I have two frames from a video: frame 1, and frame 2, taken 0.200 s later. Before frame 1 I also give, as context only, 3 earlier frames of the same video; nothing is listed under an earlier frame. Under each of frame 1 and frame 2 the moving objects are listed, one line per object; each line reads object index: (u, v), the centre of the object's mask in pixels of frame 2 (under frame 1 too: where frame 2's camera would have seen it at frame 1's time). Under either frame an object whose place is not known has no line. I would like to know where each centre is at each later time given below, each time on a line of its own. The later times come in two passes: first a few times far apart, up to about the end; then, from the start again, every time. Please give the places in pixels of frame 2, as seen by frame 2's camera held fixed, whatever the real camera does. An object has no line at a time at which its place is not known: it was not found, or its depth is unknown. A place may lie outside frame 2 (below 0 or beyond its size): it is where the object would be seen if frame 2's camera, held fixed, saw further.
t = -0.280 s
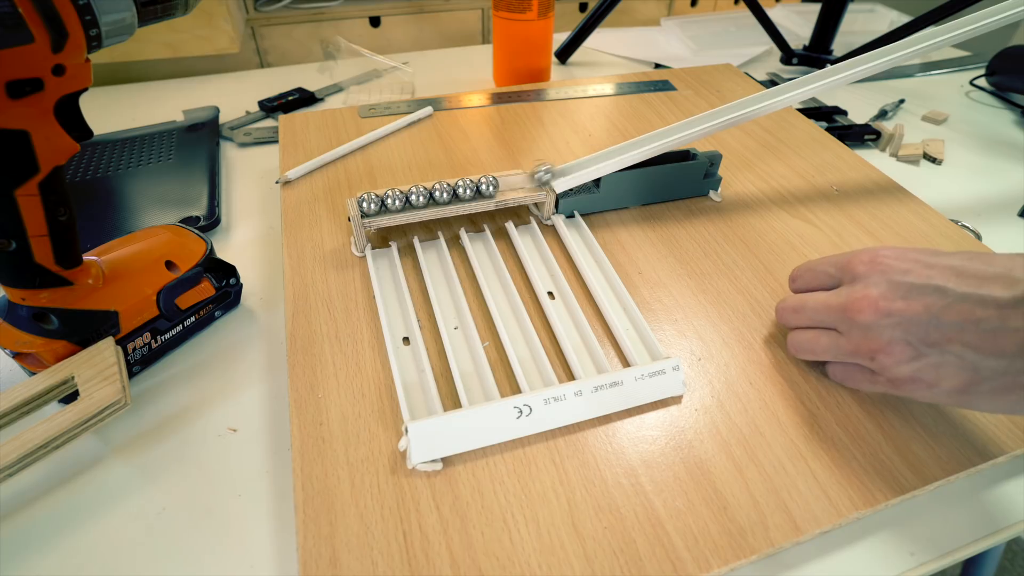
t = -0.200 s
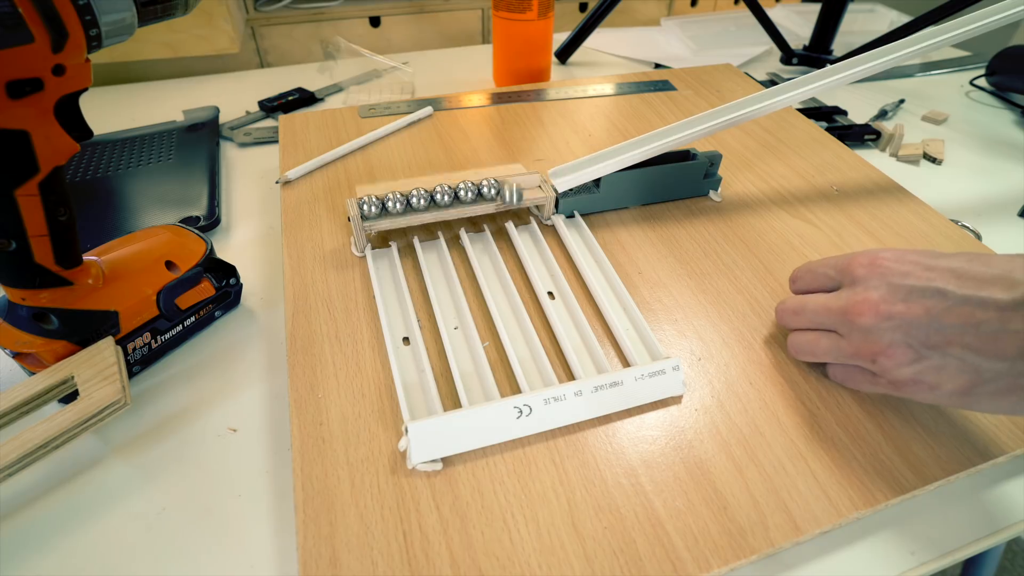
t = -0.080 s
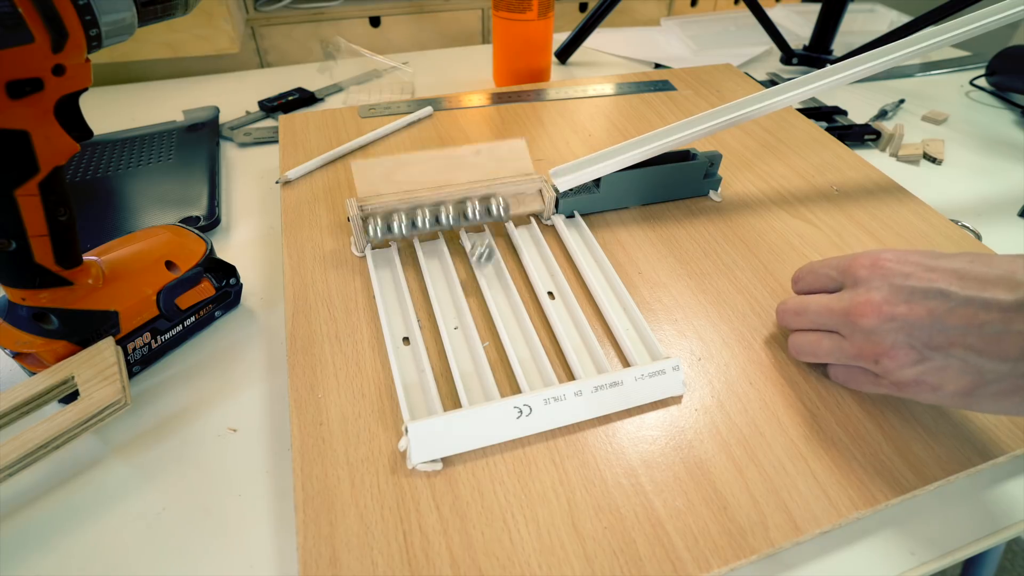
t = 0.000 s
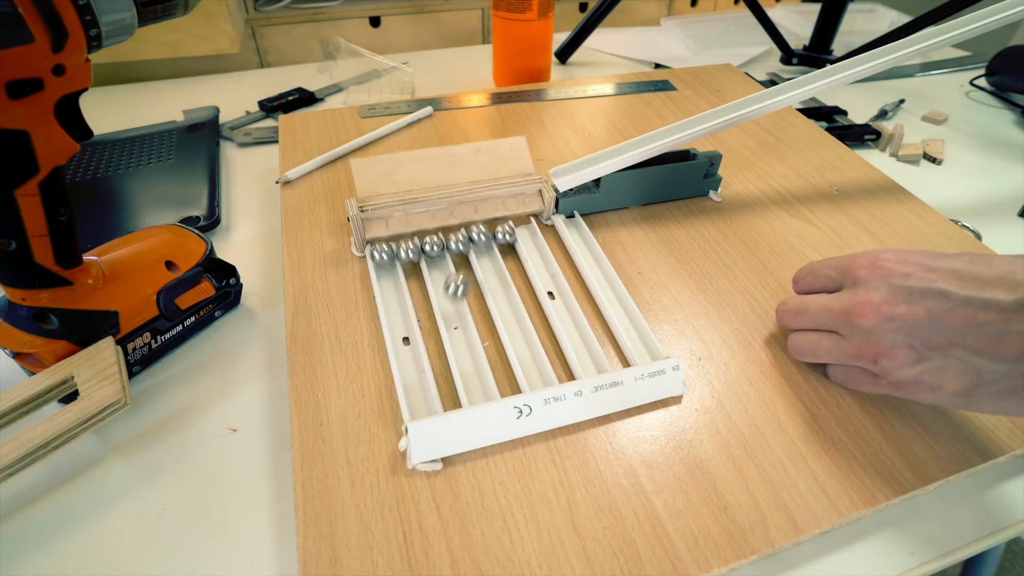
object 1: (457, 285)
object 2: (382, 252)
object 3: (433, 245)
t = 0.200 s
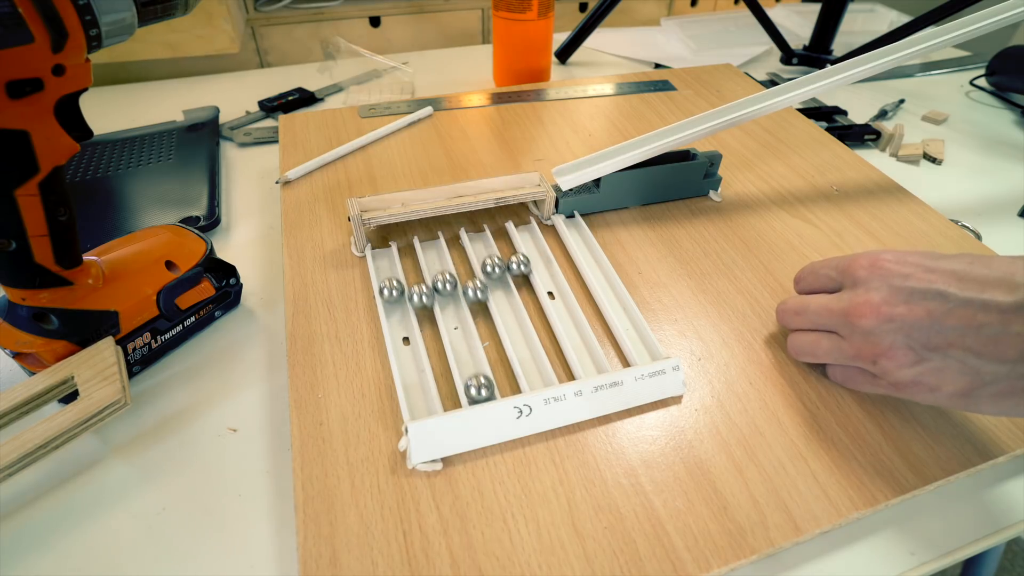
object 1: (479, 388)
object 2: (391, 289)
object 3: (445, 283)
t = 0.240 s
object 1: (477, 382)
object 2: (393, 298)
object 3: (447, 293)
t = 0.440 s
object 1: (479, 389)
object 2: (408, 356)
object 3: (468, 356)
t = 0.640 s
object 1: (480, 389)
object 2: (418, 403)
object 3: (471, 364)
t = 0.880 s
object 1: (479, 389)
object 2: (421, 404)
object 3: (471, 364)
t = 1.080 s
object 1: (479, 389)
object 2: (421, 404)
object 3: (471, 364)
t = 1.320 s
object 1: (480, 389)
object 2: (421, 404)
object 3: (471, 364)
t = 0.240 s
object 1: (477, 382)
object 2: (393, 298)
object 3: (447, 293)
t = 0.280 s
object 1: (478, 384)
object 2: (396, 308)
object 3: (451, 304)
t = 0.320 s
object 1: (479, 388)
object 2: (399, 318)
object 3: (455, 315)
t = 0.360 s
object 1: (479, 388)
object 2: (402, 330)
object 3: (459, 328)
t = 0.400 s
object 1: (479, 388)
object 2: (404, 342)
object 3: (463, 341)
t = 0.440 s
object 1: (479, 389)
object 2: (408, 356)
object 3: (468, 356)
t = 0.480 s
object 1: (479, 388)
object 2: (412, 371)
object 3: (470, 362)
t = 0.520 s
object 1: (479, 387)
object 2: (416, 387)
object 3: (469, 360)
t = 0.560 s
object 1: (480, 389)
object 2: (418, 400)
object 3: (471, 363)
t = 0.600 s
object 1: (480, 389)
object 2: (417, 403)
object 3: (471, 364)
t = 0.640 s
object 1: (480, 389)
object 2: (418, 403)
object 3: (471, 364)
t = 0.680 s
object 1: (480, 389)
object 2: (418, 404)
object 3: (471, 365)
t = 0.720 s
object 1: (480, 389)
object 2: (418, 404)
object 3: (471, 364)
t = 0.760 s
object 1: (480, 389)
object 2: (419, 404)
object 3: (471, 364)
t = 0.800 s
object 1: (480, 389)
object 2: (419, 404)
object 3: (471, 364)
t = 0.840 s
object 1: (480, 389)
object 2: (421, 404)
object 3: (471, 364)
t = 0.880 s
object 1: (479, 389)
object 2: (421, 404)
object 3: (471, 364)
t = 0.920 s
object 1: (479, 389)
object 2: (421, 404)
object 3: (471, 364)
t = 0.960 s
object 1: (479, 389)
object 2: (421, 404)
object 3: (471, 364)
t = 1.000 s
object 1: (479, 389)
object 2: (421, 404)
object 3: (471, 364)
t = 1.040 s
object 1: (479, 389)
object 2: (421, 404)
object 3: (471, 364)
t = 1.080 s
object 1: (479, 389)
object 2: (421, 404)
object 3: (471, 364)
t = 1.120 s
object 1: (479, 389)
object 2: (421, 404)
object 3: (471, 364)
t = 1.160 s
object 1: (479, 389)
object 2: (421, 404)
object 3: (471, 364)
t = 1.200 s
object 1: (480, 389)
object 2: (421, 404)
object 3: (471, 364)
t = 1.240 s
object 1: (480, 389)
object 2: (421, 404)
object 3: (471, 364)
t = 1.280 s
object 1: (480, 389)
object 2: (421, 404)
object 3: (471, 364)
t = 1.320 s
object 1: (480, 389)
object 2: (421, 404)
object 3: (471, 364)
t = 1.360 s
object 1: (480, 389)
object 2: (421, 404)
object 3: (471, 364)
